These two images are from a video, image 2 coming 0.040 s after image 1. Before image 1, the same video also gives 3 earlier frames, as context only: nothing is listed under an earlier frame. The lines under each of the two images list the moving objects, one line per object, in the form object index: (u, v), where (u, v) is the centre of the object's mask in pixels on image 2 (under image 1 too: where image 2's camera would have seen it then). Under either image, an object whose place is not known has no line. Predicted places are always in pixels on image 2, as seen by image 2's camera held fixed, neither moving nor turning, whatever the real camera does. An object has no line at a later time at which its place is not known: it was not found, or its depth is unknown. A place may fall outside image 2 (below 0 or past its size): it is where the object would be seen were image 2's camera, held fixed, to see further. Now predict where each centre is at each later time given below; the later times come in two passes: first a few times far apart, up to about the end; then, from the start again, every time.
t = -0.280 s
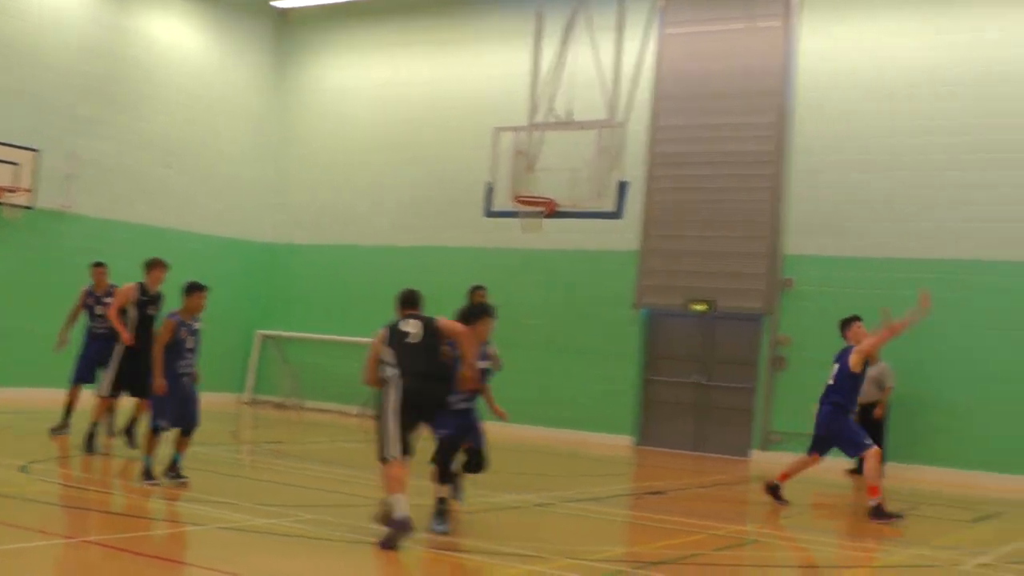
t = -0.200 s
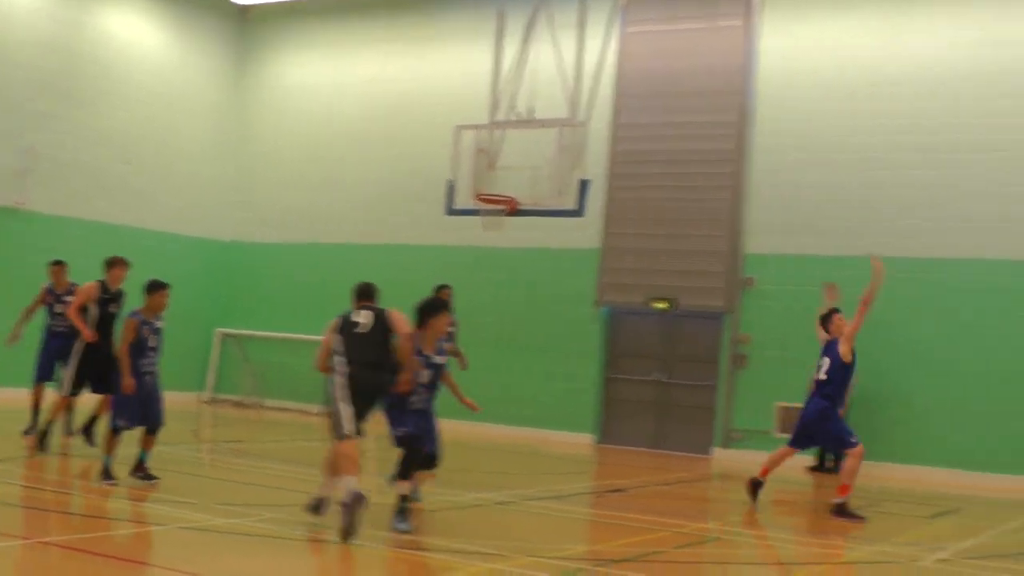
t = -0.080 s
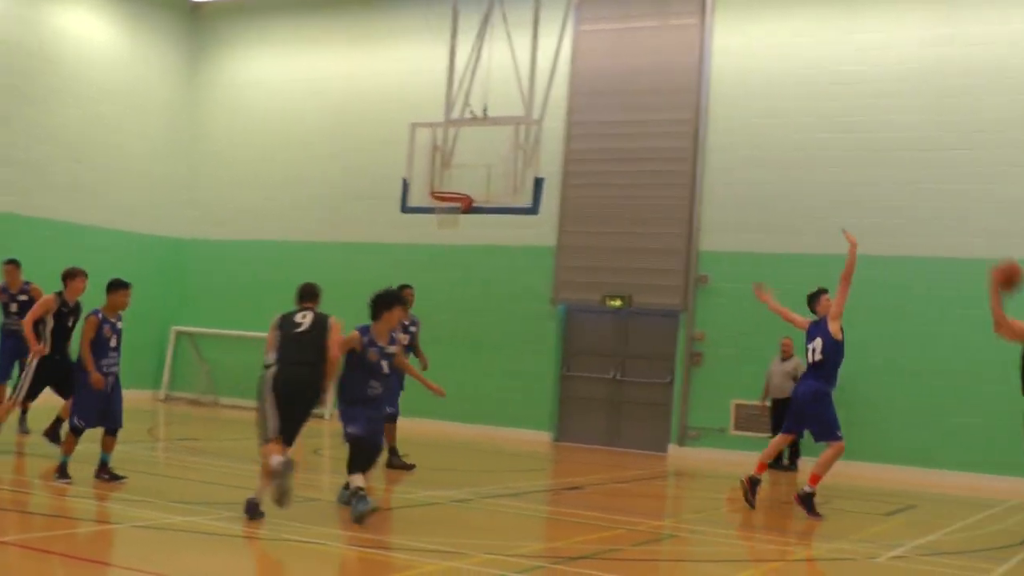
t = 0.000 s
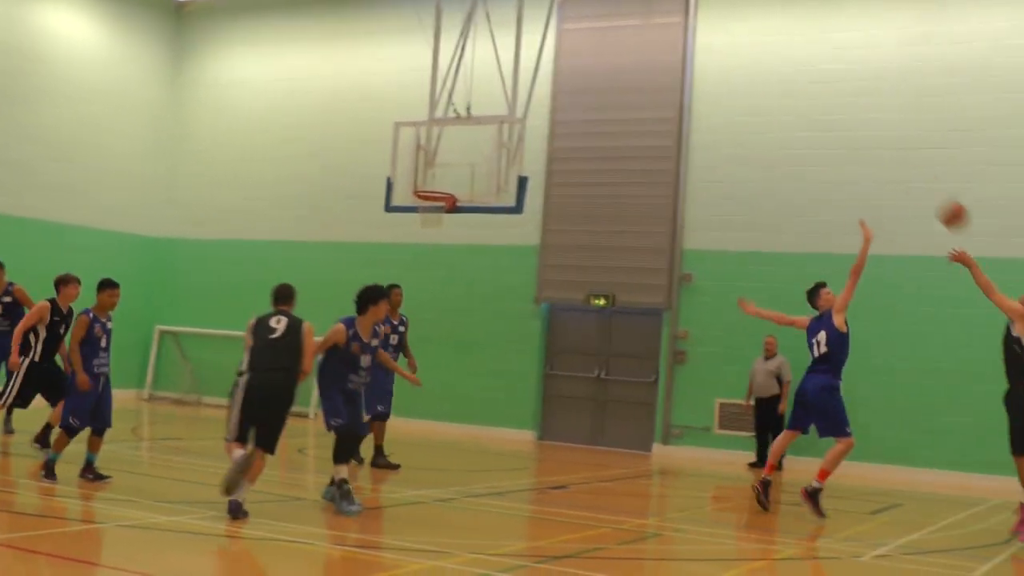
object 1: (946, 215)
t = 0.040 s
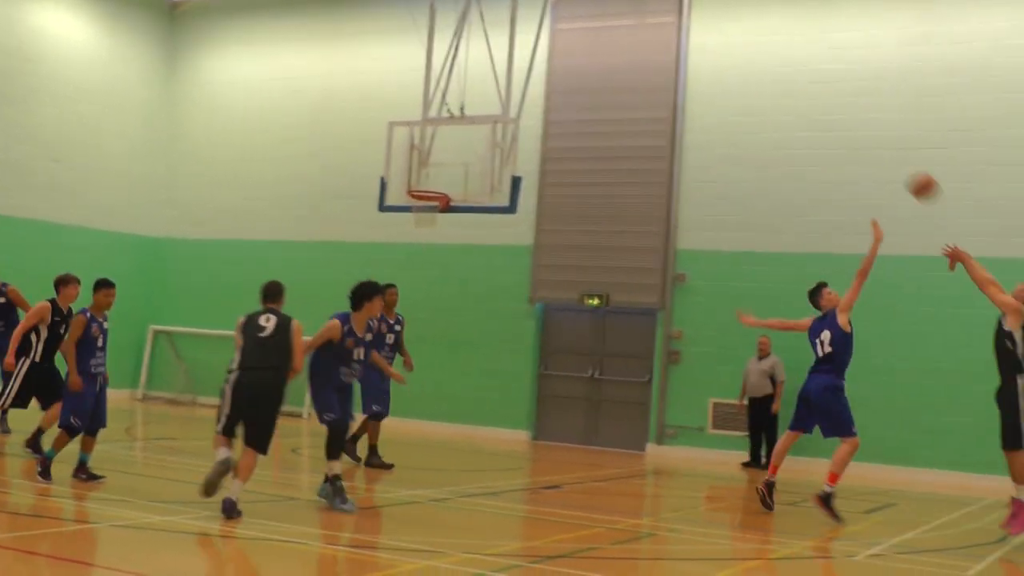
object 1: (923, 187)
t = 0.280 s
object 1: (794, 65)
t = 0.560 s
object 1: (658, 22)
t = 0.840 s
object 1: (543, 52)
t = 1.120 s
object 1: (441, 146)
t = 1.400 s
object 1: (441, 156)
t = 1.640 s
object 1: (437, 153)
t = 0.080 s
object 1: (900, 162)
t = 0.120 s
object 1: (877, 137)
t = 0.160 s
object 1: (855, 116)
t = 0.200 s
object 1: (835, 97)
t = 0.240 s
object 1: (814, 80)
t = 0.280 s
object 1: (794, 65)
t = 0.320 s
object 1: (774, 53)
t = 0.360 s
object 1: (754, 43)
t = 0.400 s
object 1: (734, 35)
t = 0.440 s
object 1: (714, 29)
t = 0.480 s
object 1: (694, 25)
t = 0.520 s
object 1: (676, 23)
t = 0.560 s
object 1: (658, 22)
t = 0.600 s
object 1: (639, 22)
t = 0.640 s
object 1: (621, 24)
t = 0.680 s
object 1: (604, 27)
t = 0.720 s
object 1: (588, 31)
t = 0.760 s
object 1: (574, 37)
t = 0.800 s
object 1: (559, 44)
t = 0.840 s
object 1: (543, 52)
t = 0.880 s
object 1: (528, 61)
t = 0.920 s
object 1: (513, 73)
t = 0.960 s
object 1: (498, 85)
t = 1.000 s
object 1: (483, 98)
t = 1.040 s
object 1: (469, 113)
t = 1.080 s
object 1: (456, 129)
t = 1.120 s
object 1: (441, 146)
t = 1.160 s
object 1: (427, 166)
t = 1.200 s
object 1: (415, 181)
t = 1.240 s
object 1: (419, 178)
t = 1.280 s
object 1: (427, 171)
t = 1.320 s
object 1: (435, 166)
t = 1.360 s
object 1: (441, 161)
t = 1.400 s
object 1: (441, 156)
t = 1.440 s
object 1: (440, 152)
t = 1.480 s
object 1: (440, 150)
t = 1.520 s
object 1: (440, 149)
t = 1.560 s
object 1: (439, 149)
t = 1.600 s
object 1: (438, 151)
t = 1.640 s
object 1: (437, 153)
